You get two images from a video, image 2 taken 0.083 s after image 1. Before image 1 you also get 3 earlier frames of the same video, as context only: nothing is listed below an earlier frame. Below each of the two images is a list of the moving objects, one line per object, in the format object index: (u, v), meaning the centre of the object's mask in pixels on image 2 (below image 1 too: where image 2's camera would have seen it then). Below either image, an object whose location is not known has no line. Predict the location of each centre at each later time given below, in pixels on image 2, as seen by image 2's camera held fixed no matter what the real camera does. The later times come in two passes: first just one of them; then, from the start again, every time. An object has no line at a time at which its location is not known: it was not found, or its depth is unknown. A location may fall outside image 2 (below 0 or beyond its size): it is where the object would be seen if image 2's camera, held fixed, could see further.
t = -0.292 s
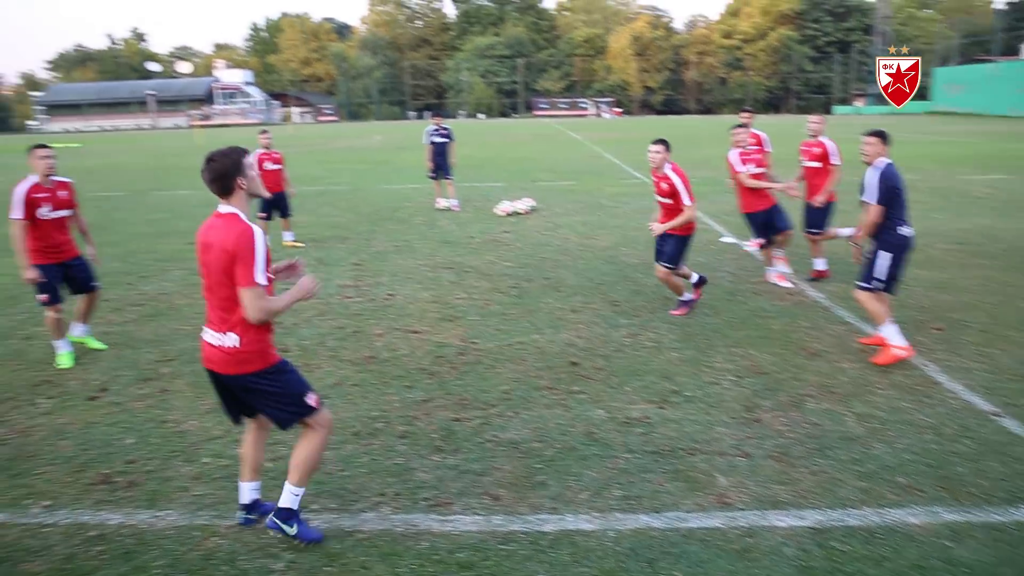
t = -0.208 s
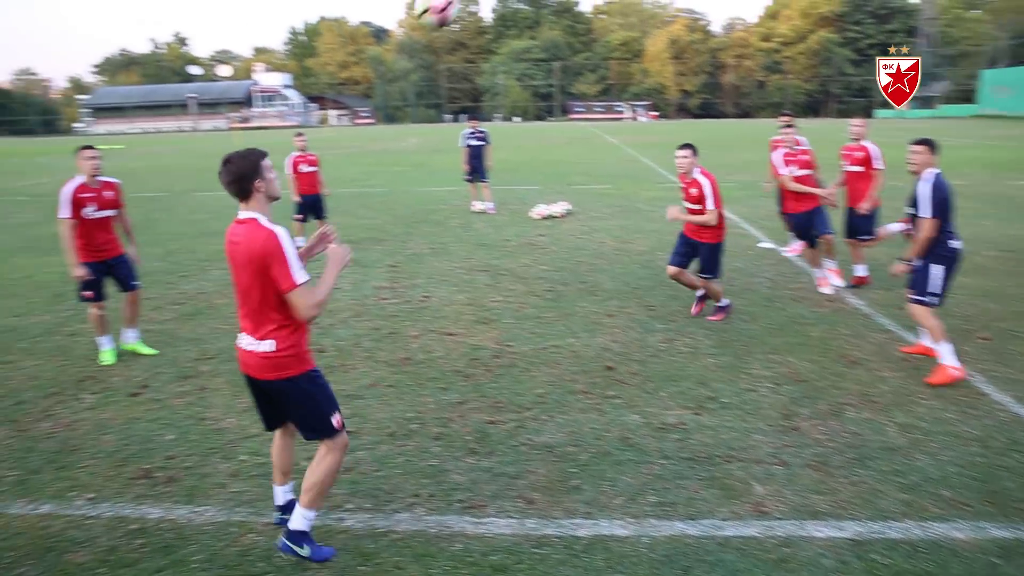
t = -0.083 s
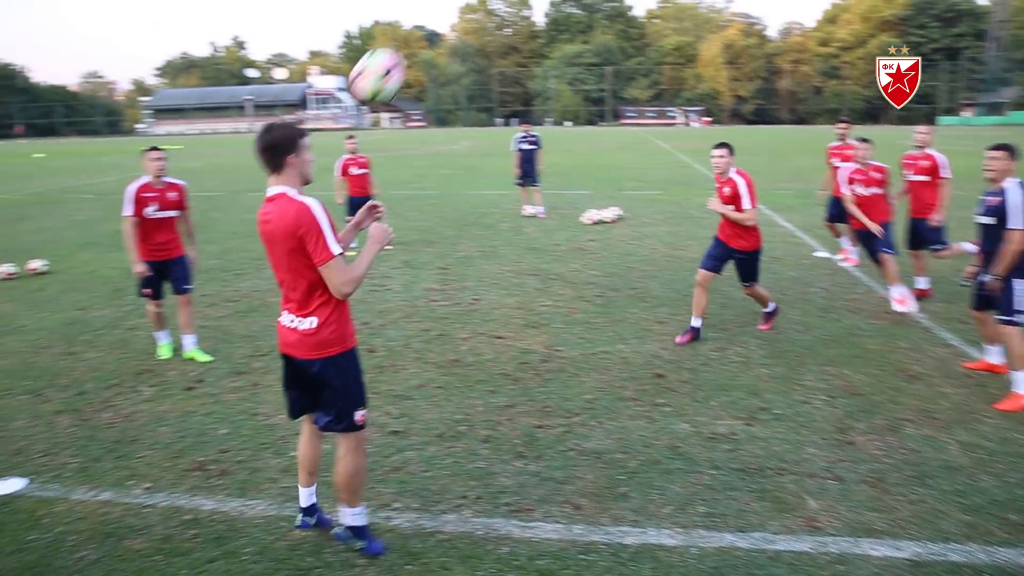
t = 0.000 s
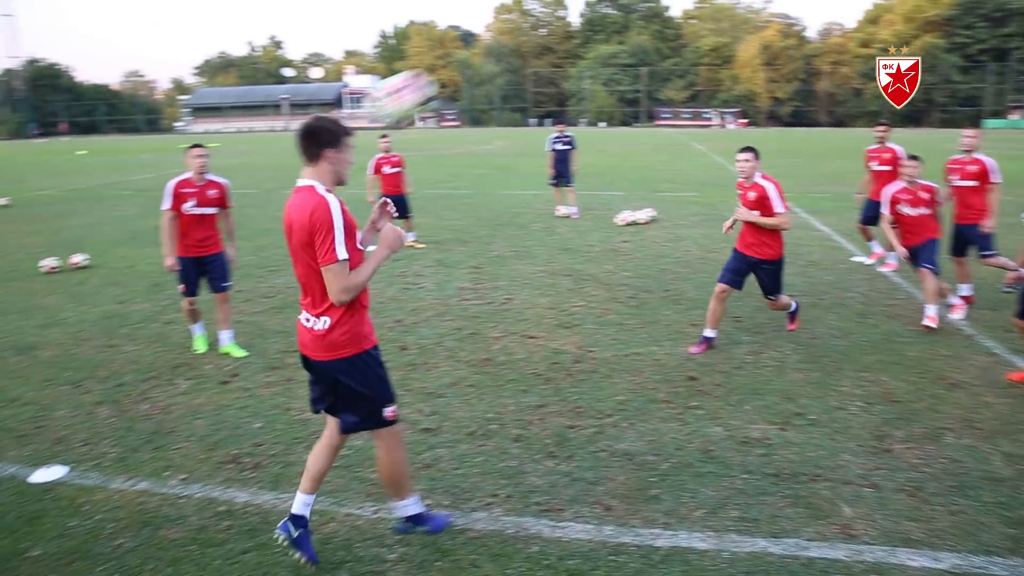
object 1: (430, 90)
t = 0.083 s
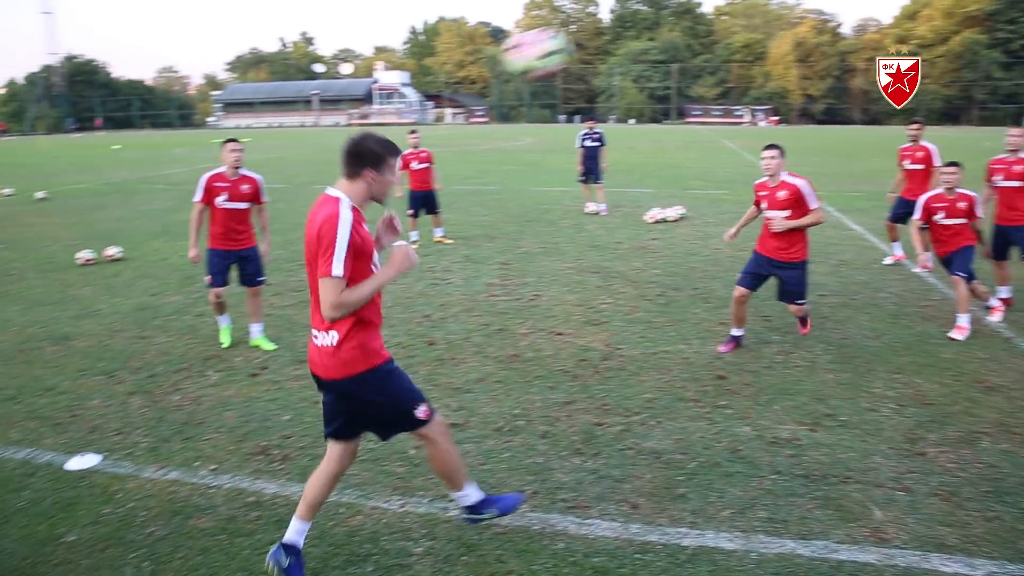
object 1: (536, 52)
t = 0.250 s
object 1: (728, 26)
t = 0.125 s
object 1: (586, 39)
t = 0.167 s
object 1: (636, 30)
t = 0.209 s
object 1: (683, 26)
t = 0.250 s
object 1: (728, 26)
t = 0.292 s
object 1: (767, 28)
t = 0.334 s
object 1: (806, 33)
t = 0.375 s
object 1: (840, 45)
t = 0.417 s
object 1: (873, 55)
